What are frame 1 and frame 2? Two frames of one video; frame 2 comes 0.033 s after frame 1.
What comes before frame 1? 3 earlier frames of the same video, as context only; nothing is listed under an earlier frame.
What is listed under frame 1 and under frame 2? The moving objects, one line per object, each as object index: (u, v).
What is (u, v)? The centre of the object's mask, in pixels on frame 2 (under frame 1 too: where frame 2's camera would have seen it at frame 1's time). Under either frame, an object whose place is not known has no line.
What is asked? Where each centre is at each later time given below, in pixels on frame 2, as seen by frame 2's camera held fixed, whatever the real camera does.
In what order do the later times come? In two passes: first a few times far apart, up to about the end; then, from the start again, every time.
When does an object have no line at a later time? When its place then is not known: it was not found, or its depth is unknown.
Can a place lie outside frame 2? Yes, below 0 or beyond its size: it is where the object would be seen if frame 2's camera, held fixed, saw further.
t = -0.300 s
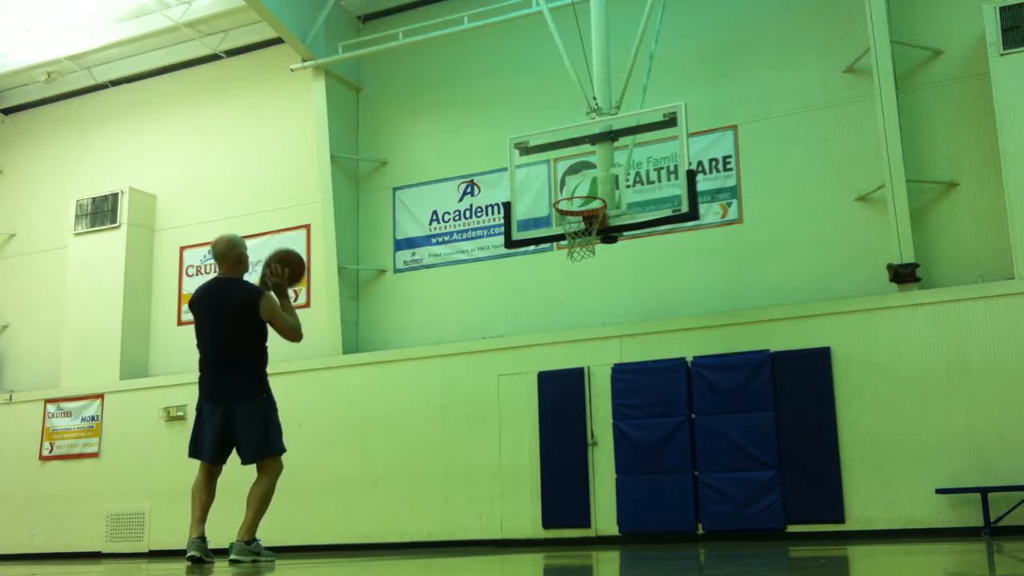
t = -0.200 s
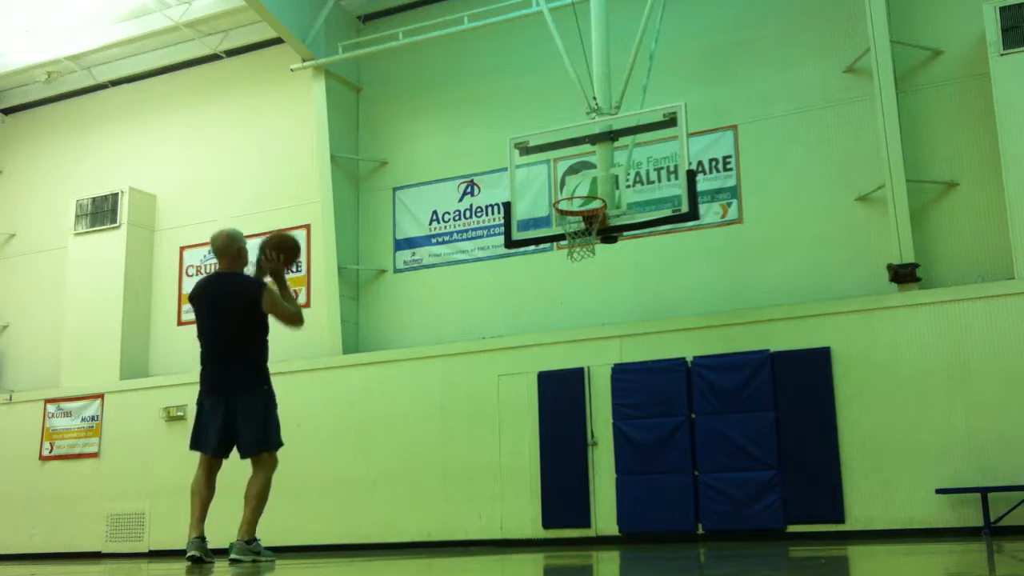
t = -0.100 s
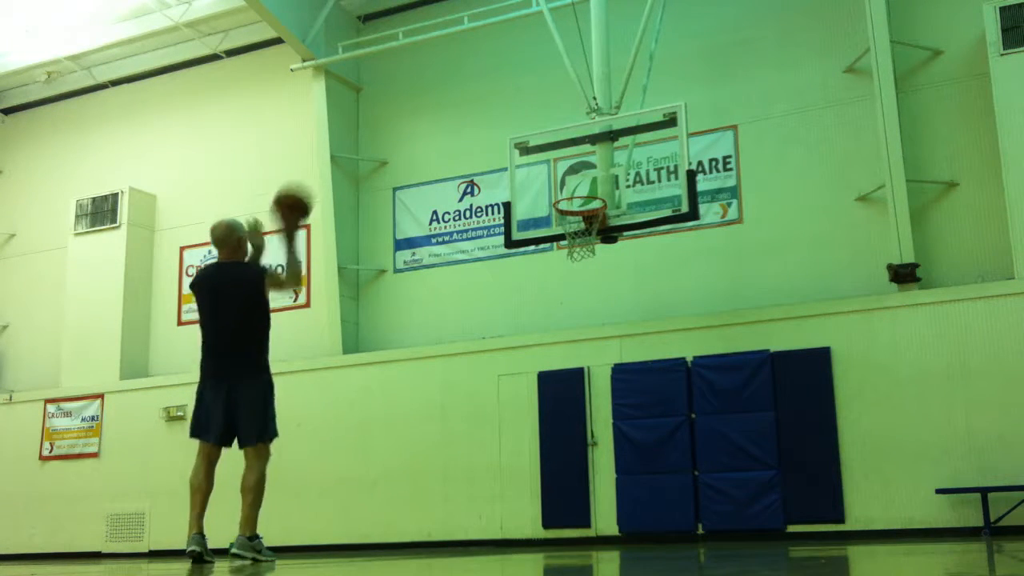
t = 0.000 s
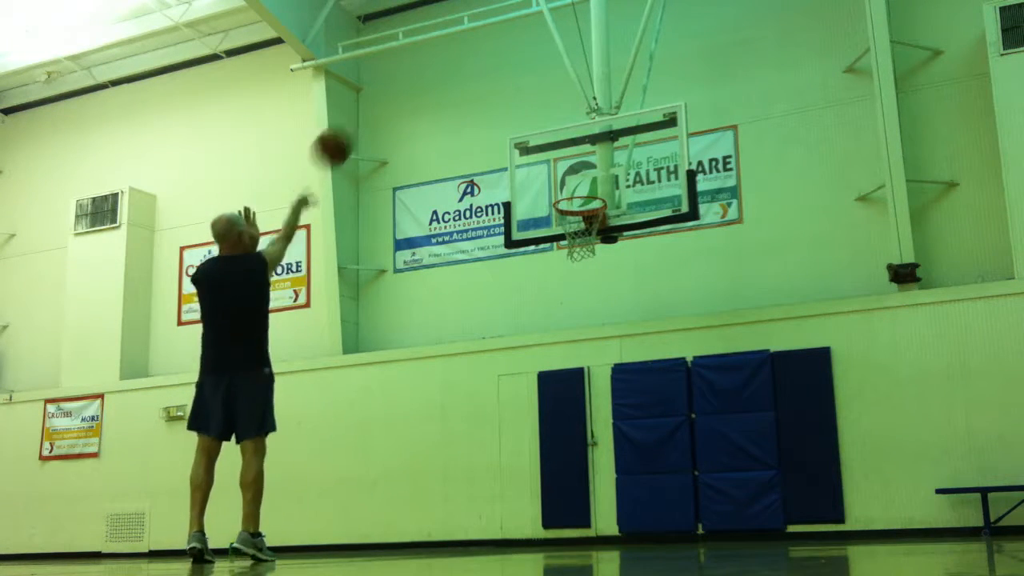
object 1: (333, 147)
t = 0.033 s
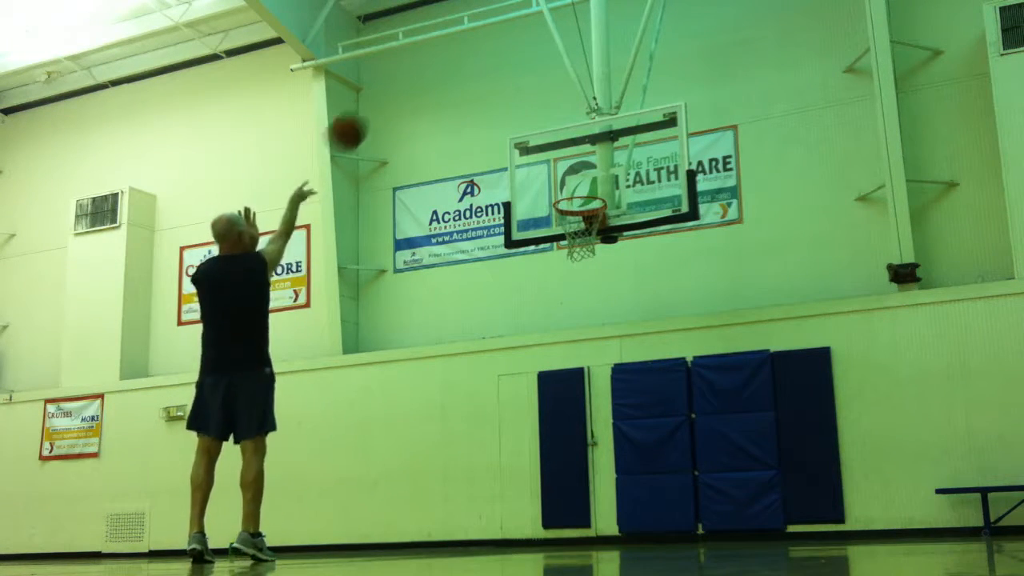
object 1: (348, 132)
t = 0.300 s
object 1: (442, 71)
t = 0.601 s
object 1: (526, 108)
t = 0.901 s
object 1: (580, 222)
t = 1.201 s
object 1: (559, 216)
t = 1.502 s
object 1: (571, 289)
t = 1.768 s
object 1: (587, 441)
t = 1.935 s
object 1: (596, 503)
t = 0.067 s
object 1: (360, 119)
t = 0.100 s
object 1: (373, 106)
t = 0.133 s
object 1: (386, 96)
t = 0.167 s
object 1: (398, 88)
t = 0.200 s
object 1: (410, 81)
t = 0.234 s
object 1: (421, 76)
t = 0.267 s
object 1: (432, 73)
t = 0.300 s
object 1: (442, 71)
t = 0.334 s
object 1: (452, 70)
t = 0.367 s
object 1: (463, 71)
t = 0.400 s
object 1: (472, 72)
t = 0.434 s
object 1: (482, 76)
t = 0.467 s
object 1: (491, 80)
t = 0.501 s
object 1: (500, 85)
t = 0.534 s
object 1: (509, 92)
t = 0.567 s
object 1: (518, 99)
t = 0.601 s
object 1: (526, 108)
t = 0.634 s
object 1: (535, 117)
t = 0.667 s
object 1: (543, 127)
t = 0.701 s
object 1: (551, 139)
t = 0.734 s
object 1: (559, 152)
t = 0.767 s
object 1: (567, 165)
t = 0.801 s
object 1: (574, 179)
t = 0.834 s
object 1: (582, 195)
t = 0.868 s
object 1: (587, 210)
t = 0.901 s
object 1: (580, 222)
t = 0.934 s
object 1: (571, 229)
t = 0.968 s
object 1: (564, 229)
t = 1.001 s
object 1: (561, 227)
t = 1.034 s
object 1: (560, 222)
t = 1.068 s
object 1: (559, 217)
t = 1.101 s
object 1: (559, 214)
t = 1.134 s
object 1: (558, 214)
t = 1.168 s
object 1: (558, 214)
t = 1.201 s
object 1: (559, 216)
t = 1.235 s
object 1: (560, 218)
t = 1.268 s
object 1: (560, 223)
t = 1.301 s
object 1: (561, 230)
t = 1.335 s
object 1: (563, 237)
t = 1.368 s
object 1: (565, 244)
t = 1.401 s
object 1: (566, 254)
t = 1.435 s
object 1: (568, 265)
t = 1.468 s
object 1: (569, 277)
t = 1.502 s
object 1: (571, 289)
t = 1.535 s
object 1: (573, 303)
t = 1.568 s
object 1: (574, 319)
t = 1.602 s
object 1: (576, 335)
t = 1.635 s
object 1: (578, 353)
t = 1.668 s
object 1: (580, 376)
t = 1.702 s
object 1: (582, 395)
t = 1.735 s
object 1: (585, 418)
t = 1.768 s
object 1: (587, 441)
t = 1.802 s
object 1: (589, 469)
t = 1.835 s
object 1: (590, 497)
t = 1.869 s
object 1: (594, 526)
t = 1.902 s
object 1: (595, 524)
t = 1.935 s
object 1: (596, 503)
